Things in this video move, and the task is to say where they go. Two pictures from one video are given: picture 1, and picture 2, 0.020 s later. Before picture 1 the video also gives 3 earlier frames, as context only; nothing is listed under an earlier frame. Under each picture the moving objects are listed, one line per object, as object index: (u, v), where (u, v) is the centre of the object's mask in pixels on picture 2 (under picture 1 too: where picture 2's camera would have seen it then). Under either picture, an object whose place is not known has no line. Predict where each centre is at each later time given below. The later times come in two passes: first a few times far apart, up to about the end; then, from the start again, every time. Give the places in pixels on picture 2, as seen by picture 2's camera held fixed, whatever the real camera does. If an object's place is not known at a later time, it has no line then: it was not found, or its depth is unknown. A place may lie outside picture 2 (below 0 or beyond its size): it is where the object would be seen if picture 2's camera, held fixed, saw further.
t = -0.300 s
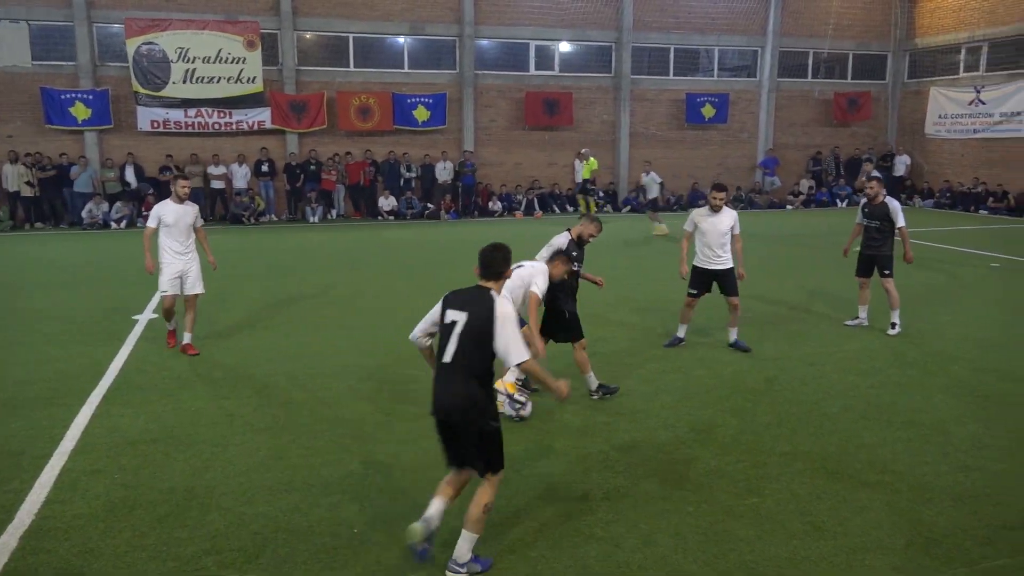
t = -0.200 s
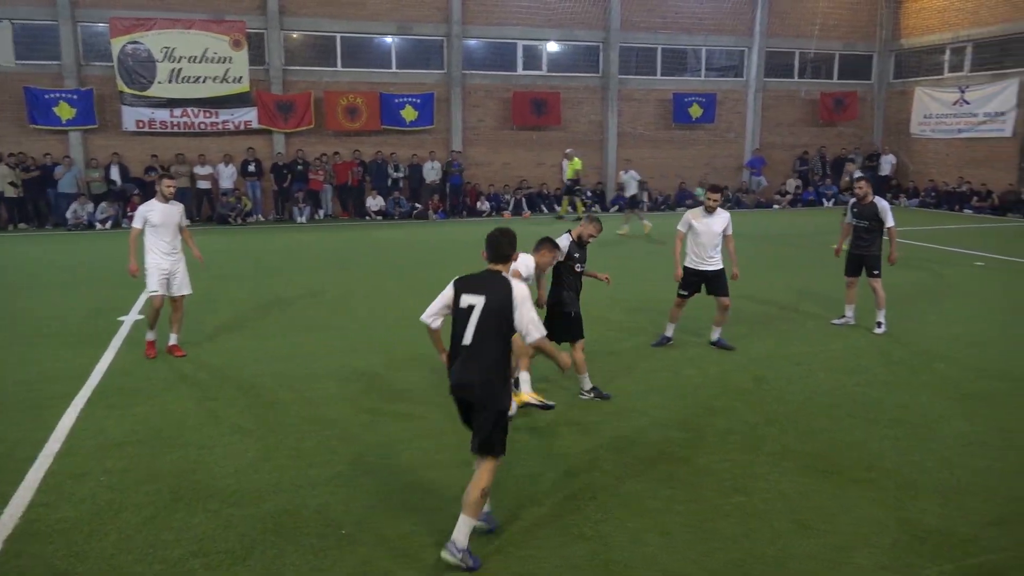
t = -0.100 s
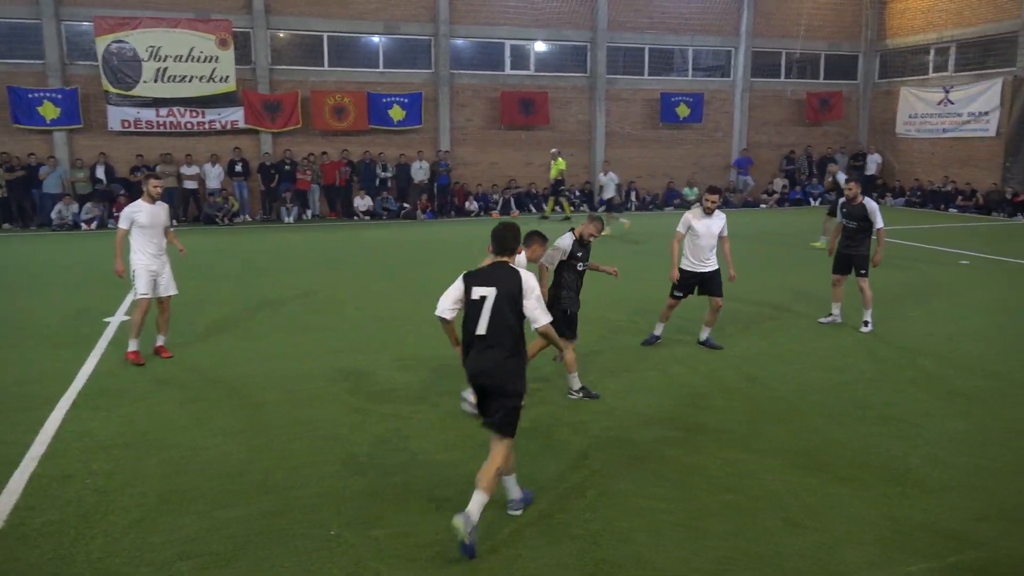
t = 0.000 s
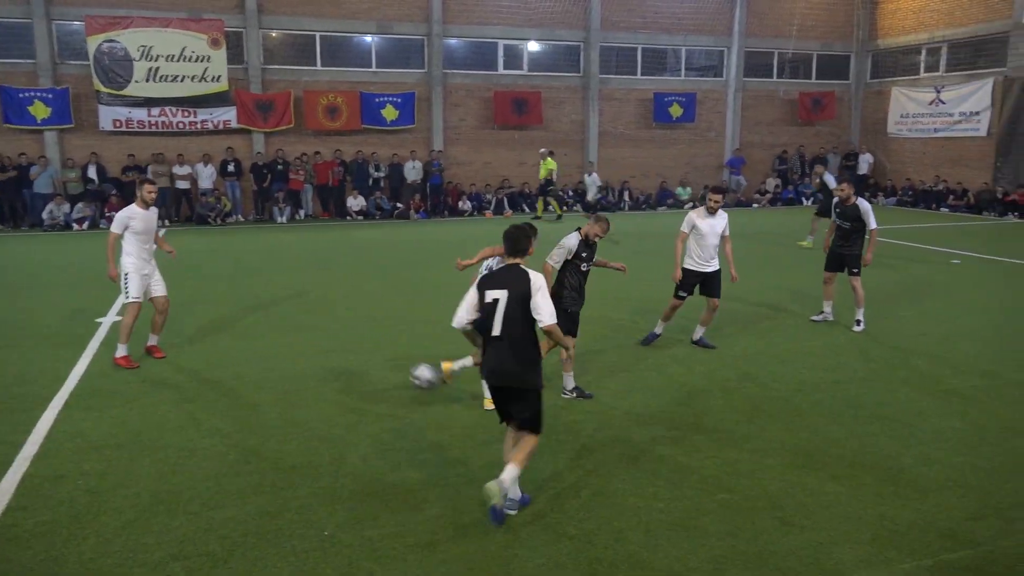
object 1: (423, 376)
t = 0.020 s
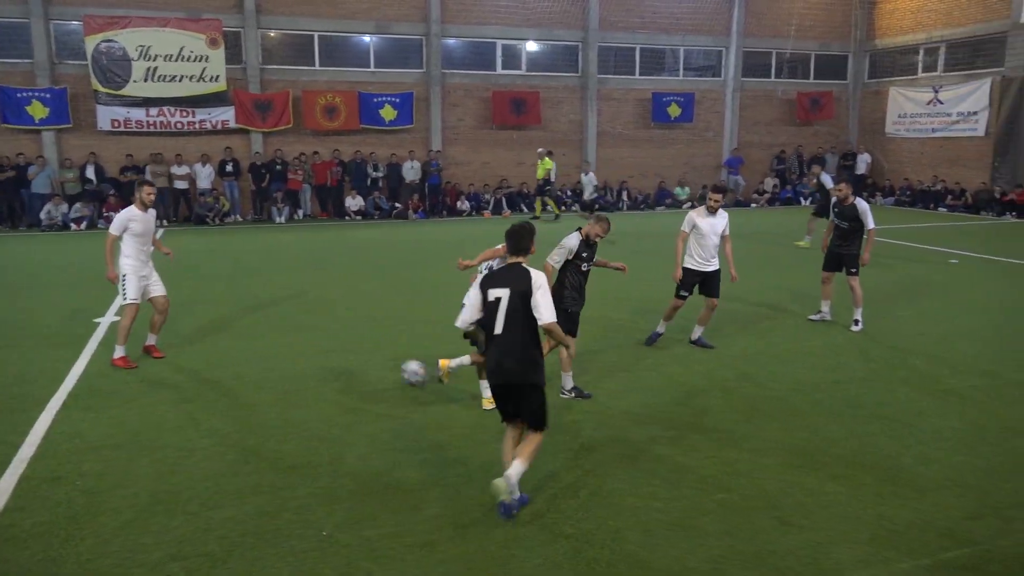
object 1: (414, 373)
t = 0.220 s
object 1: (357, 342)
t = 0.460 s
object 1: (315, 316)
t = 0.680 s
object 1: (286, 298)
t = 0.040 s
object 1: (407, 370)
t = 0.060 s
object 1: (399, 367)
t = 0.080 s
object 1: (393, 363)
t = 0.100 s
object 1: (388, 358)
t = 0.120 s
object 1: (381, 355)
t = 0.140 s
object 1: (376, 351)
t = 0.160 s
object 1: (371, 348)
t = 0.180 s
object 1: (365, 347)
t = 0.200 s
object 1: (361, 344)
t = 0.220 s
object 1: (357, 342)
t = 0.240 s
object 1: (352, 339)
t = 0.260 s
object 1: (348, 336)
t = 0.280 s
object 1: (345, 335)
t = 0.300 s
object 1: (341, 333)
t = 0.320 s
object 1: (338, 330)
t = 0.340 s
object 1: (334, 328)
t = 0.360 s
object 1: (330, 326)
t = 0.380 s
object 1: (327, 324)
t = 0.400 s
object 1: (324, 323)
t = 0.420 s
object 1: (321, 321)
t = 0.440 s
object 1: (318, 319)
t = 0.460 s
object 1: (315, 316)
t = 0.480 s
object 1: (312, 315)
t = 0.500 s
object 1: (309, 313)
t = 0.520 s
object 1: (307, 311)
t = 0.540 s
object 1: (304, 309)
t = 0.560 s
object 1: (302, 307)
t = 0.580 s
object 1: (299, 306)
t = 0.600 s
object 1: (296, 305)
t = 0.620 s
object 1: (294, 304)
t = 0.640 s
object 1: (292, 303)
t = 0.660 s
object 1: (289, 300)
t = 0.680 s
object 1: (286, 298)
